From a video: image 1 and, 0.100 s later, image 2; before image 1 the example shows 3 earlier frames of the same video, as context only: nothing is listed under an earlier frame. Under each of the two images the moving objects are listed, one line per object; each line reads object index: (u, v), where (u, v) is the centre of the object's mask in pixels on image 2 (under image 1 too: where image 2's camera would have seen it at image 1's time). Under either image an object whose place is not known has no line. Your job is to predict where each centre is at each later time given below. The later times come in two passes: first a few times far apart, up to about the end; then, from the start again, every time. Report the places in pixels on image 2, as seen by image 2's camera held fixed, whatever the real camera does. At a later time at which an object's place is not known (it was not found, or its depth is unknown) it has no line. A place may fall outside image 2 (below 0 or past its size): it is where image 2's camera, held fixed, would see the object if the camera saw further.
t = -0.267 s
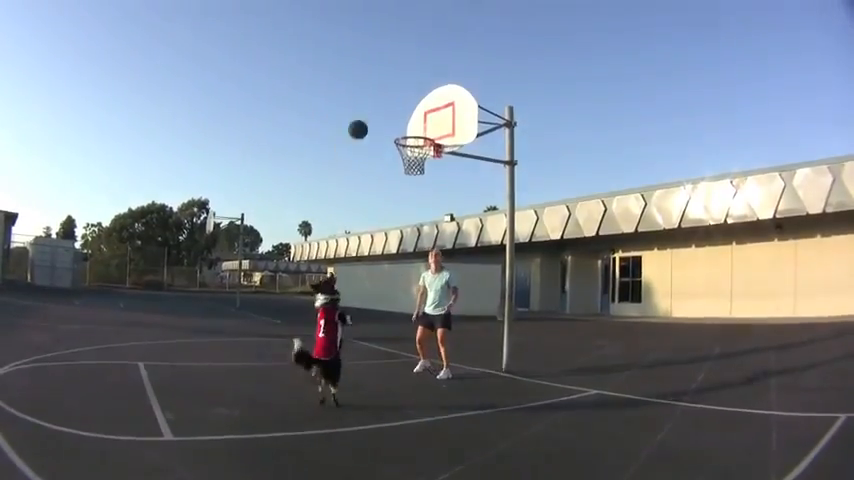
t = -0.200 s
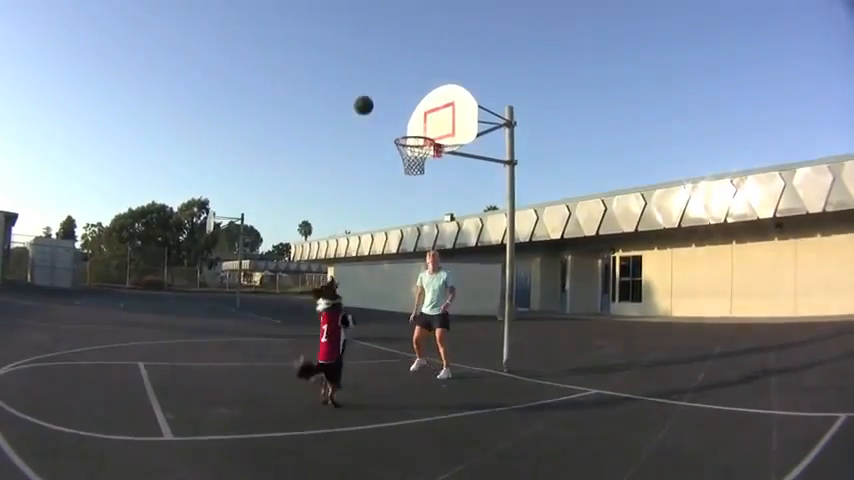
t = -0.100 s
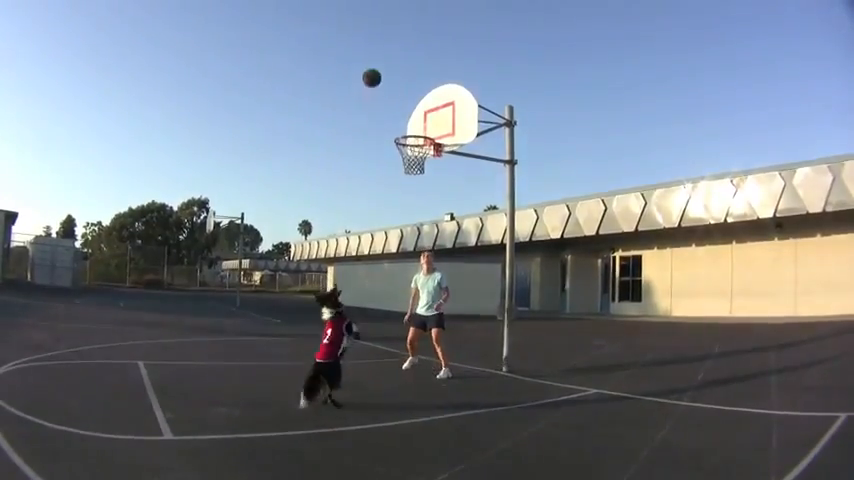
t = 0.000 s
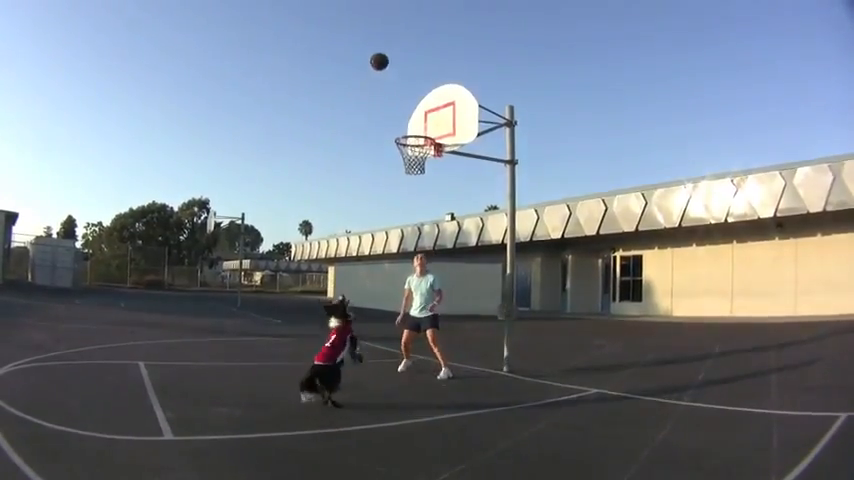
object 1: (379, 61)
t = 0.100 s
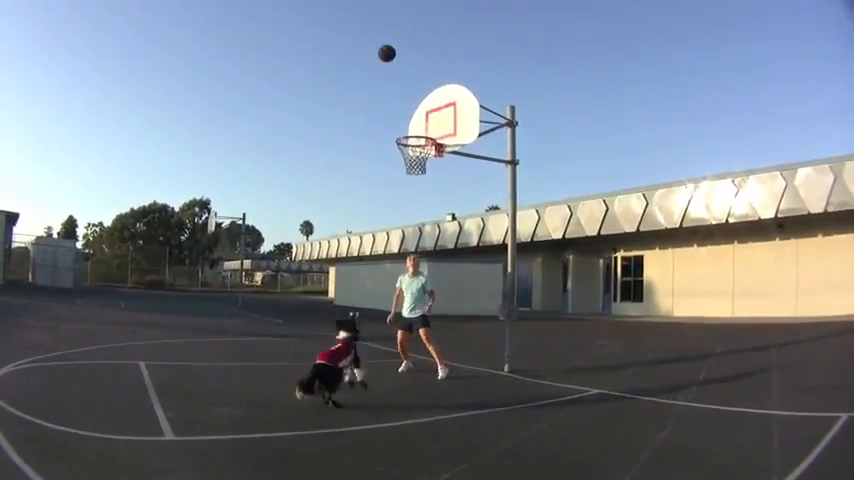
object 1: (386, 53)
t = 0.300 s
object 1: (399, 59)
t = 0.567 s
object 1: (412, 110)
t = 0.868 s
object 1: (422, 164)
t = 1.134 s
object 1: (420, 182)
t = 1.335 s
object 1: (414, 230)
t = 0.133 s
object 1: (389, 52)
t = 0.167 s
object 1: (391, 51)
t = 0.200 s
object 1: (393, 52)
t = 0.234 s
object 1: (395, 53)
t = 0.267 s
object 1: (397, 55)
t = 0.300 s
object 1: (399, 59)
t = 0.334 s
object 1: (401, 62)
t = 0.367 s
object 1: (403, 67)
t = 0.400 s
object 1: (404, 72)
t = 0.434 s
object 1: (406, 78)
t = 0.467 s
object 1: (408, 85)
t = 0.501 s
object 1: (410, 92)
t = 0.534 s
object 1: (411, 101)
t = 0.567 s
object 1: (412, 110)
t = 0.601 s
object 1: (414, 120)
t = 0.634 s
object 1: (416, 130)
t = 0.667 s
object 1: (417, 141)
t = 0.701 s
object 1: (419, 151)
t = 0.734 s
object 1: (420, 156)
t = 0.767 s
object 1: (421, 159)
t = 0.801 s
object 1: (422, 161)
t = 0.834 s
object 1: (422, 164)
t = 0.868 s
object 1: (422, 164)
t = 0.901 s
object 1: (422, 165)
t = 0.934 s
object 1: (422, 164)
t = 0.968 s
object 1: (421, 166)
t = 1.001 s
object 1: (422, 168)
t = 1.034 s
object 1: (421, 171)
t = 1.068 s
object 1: (421, 174)
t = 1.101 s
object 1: (421, 177)
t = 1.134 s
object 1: (420, 182)
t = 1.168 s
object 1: (420, 187)
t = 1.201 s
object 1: (419, 193)
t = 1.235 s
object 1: (419, 201)
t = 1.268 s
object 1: (418, 210)
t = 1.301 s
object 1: (415, 220)
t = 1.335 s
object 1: (414, 230)
